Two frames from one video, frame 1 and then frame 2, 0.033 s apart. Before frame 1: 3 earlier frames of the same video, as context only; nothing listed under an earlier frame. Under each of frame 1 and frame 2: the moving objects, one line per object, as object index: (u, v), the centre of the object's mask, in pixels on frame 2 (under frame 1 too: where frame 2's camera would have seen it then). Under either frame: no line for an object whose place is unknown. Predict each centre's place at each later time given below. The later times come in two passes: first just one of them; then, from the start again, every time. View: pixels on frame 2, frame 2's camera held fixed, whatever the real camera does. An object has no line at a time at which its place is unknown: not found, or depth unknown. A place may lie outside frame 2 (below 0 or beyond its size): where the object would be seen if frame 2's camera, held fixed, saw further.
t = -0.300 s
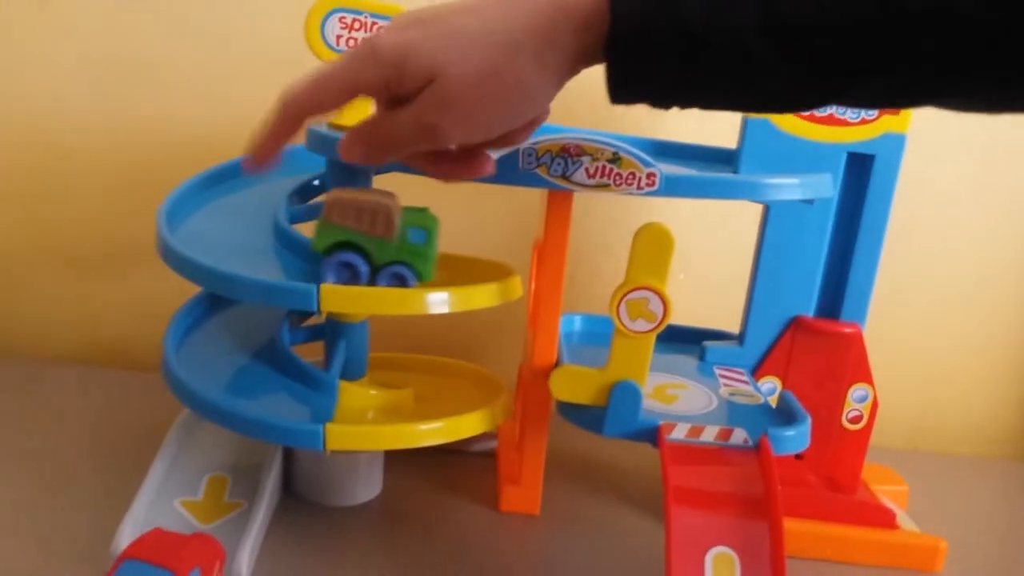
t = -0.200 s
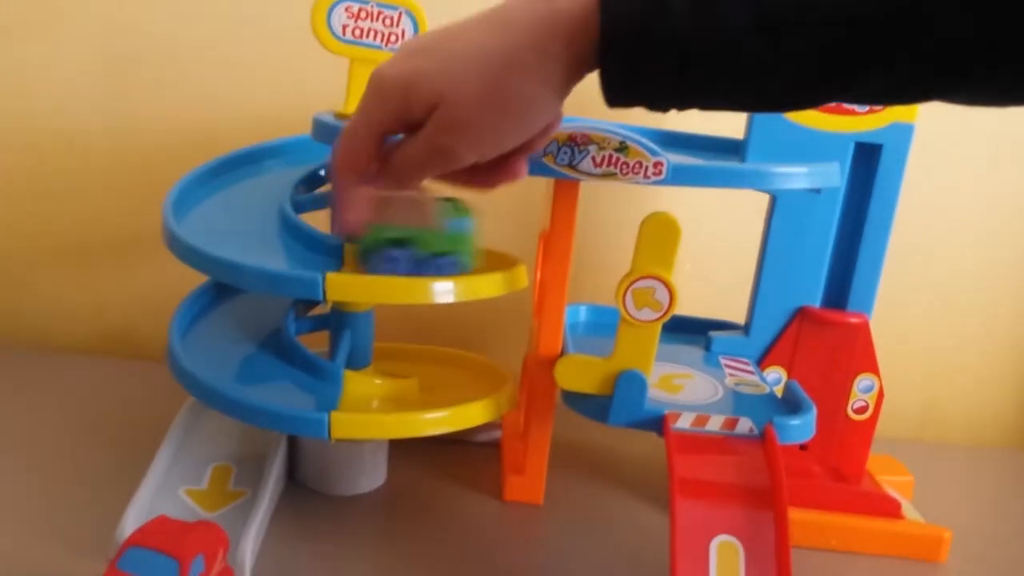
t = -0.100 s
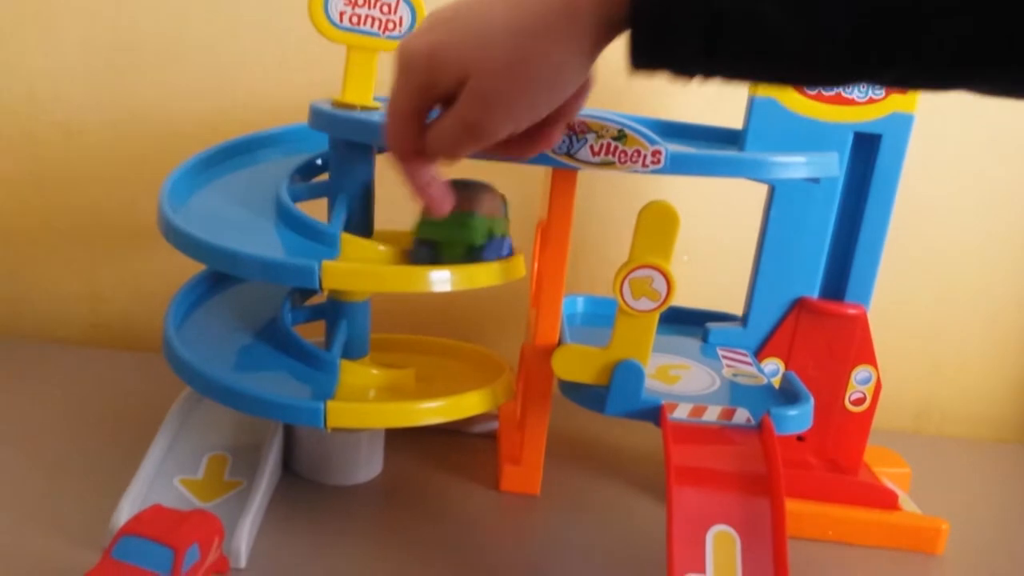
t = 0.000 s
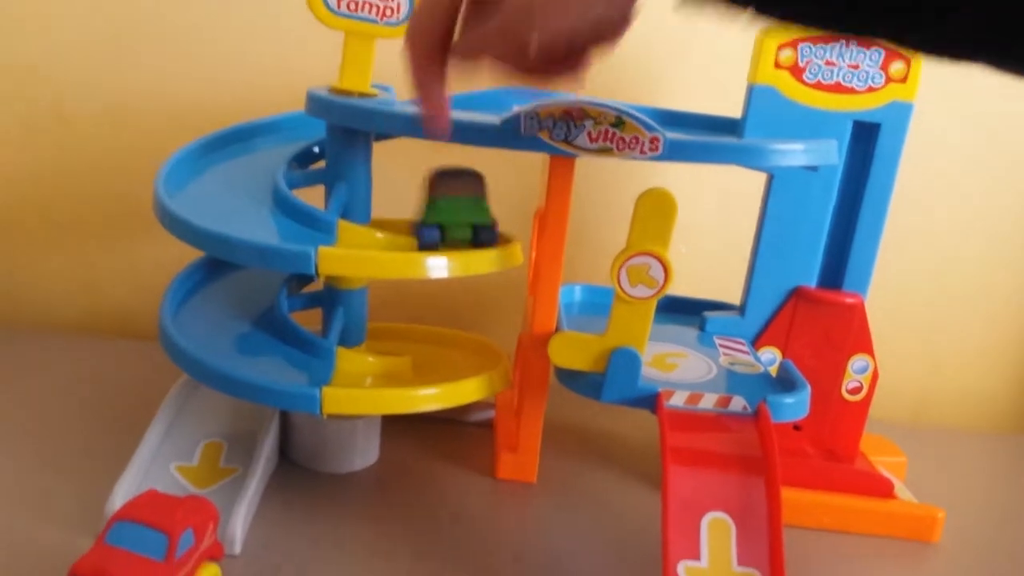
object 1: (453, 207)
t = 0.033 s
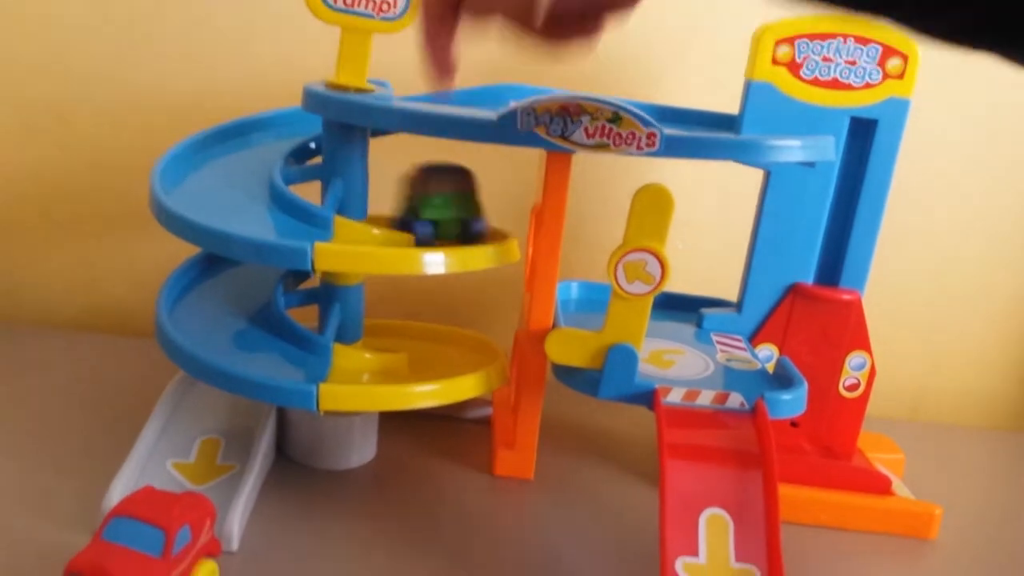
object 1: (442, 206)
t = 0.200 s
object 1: (381, 197)
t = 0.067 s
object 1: (426, 204)
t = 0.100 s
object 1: (411, 201)
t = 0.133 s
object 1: (401, 198)
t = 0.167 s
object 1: (390, 197)
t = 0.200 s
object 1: (381, 197)
